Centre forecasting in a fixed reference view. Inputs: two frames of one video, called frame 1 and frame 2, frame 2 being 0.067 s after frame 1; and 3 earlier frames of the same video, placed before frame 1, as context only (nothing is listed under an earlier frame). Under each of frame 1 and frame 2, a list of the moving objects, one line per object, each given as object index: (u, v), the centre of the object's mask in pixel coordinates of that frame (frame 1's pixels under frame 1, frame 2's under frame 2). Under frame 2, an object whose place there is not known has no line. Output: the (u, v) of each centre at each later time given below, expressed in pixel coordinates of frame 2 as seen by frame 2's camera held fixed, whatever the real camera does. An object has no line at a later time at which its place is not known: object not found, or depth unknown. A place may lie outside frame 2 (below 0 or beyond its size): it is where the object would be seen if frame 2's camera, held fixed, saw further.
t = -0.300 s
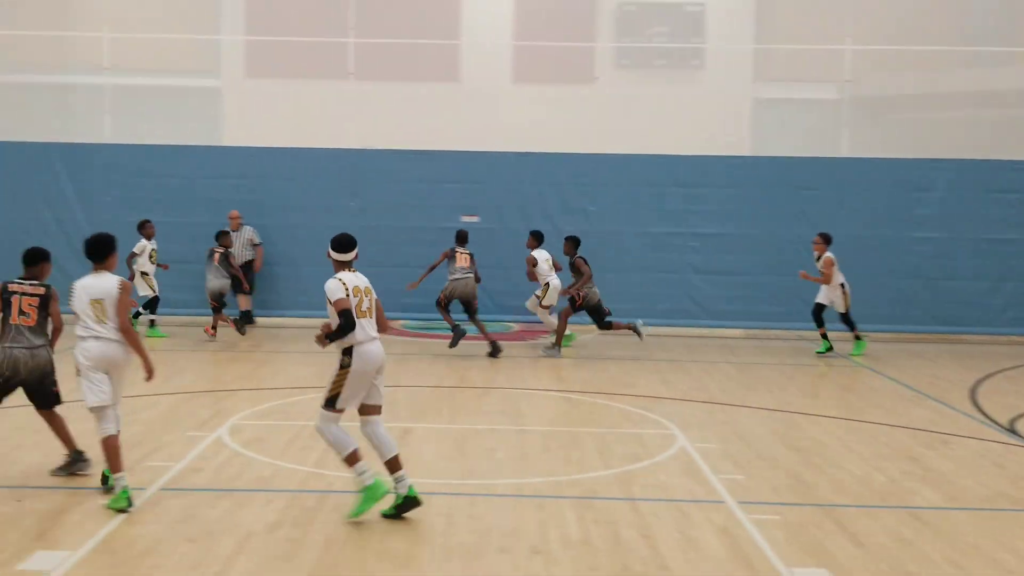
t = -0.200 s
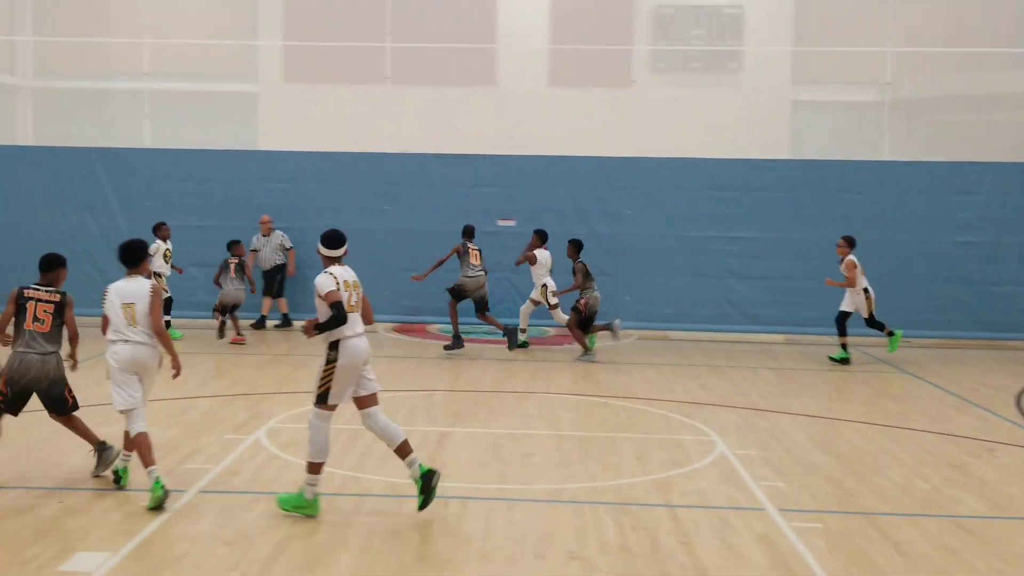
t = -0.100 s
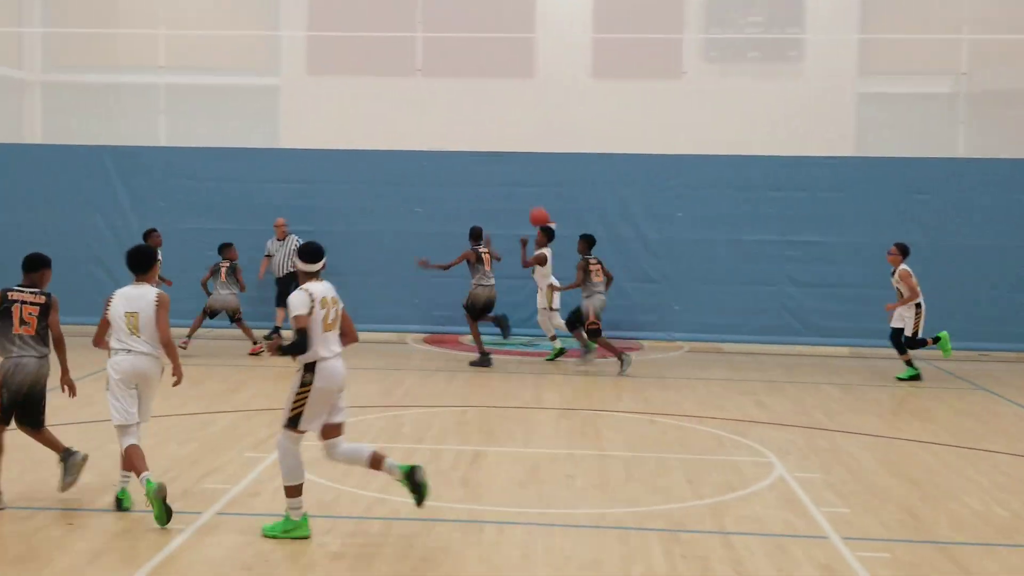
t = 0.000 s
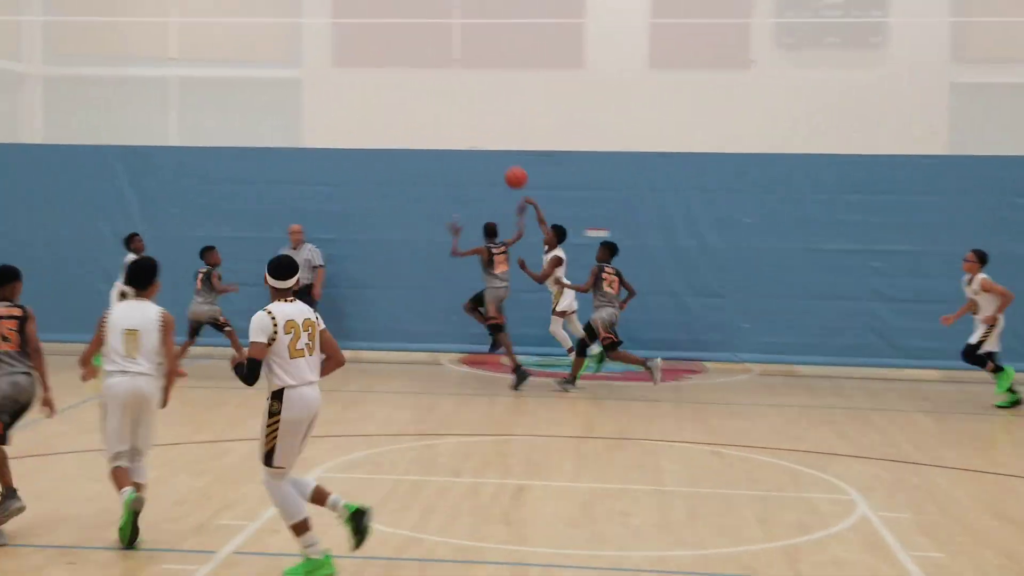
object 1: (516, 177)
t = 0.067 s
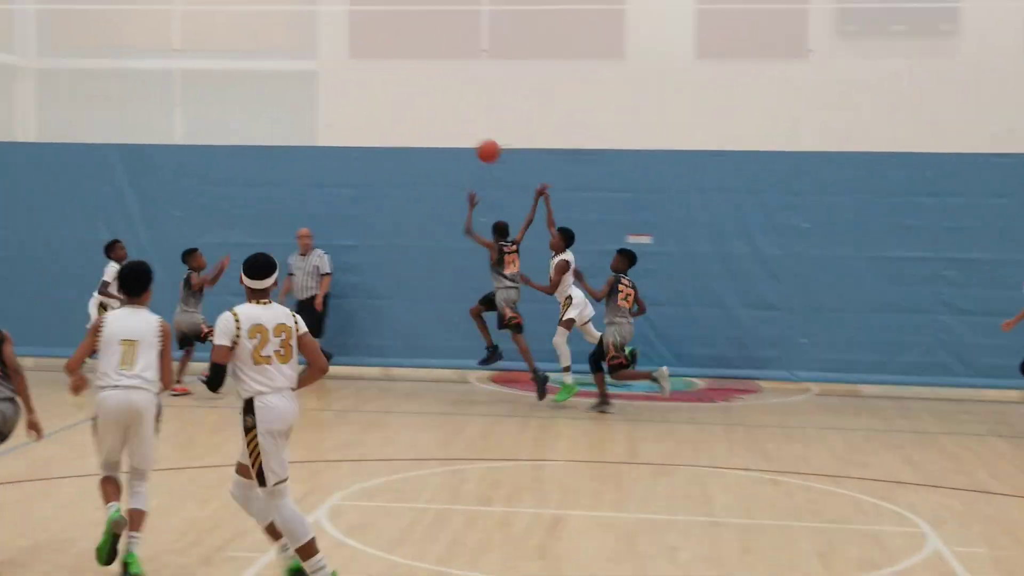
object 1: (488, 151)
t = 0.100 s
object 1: (460, 139)
